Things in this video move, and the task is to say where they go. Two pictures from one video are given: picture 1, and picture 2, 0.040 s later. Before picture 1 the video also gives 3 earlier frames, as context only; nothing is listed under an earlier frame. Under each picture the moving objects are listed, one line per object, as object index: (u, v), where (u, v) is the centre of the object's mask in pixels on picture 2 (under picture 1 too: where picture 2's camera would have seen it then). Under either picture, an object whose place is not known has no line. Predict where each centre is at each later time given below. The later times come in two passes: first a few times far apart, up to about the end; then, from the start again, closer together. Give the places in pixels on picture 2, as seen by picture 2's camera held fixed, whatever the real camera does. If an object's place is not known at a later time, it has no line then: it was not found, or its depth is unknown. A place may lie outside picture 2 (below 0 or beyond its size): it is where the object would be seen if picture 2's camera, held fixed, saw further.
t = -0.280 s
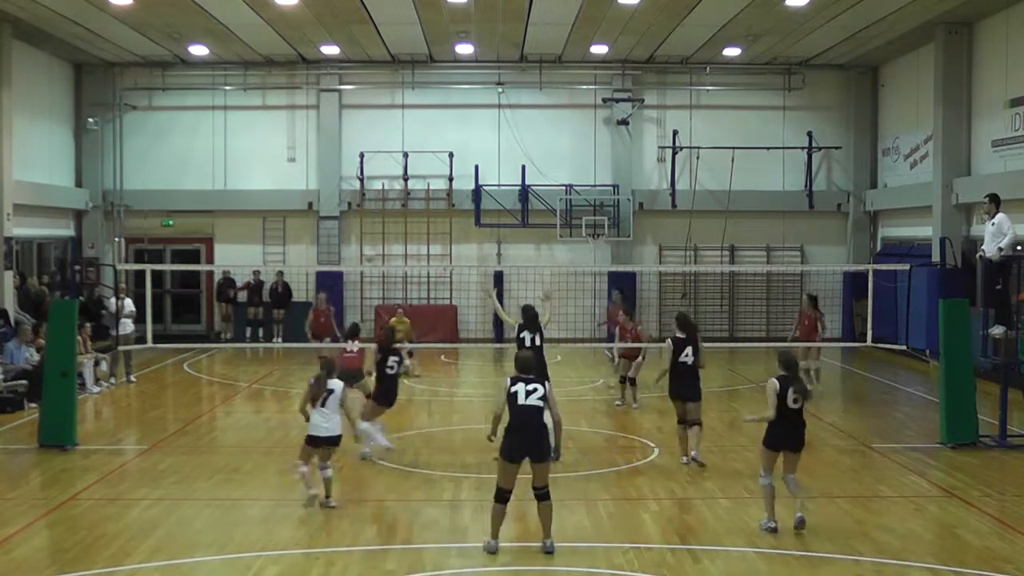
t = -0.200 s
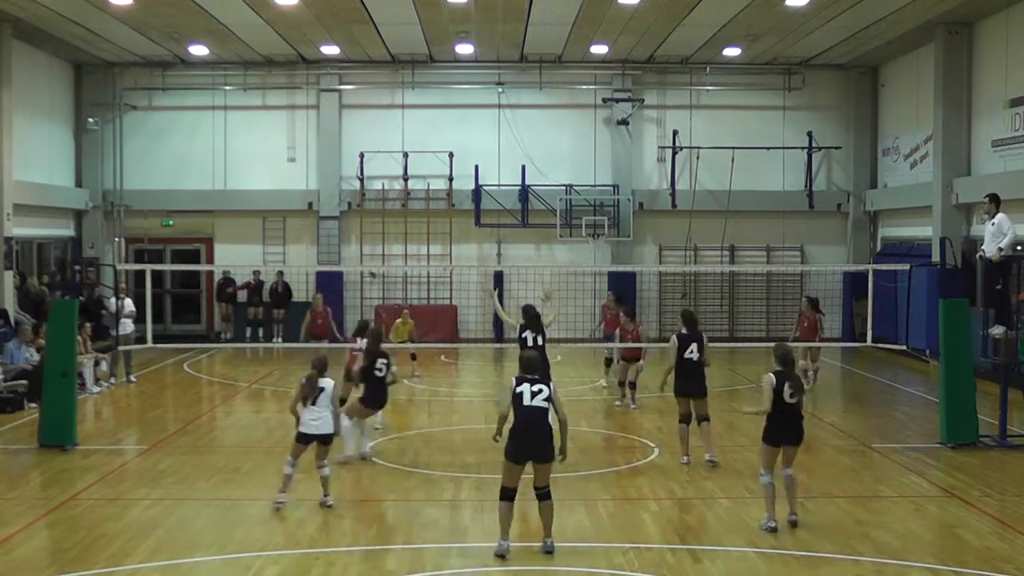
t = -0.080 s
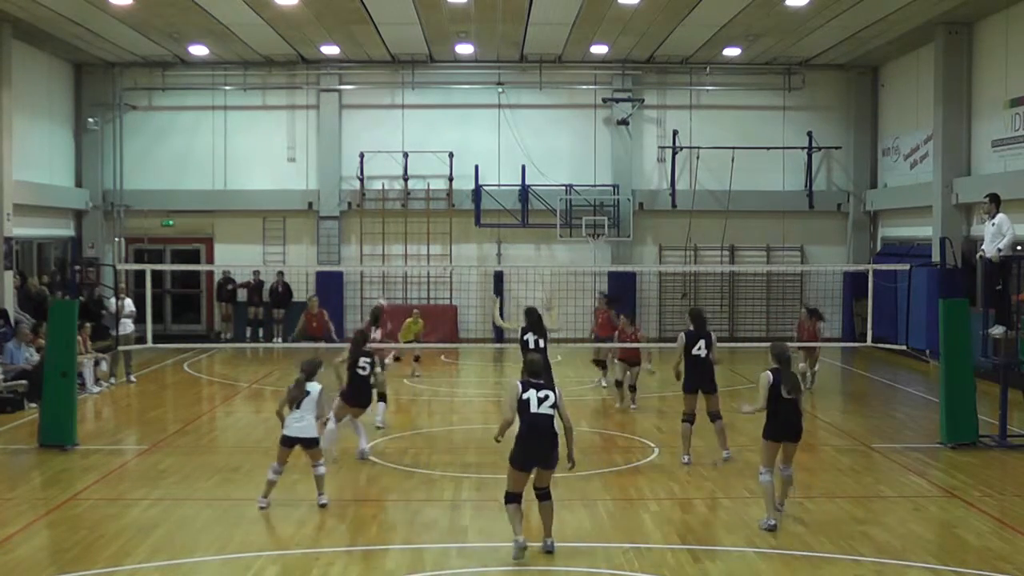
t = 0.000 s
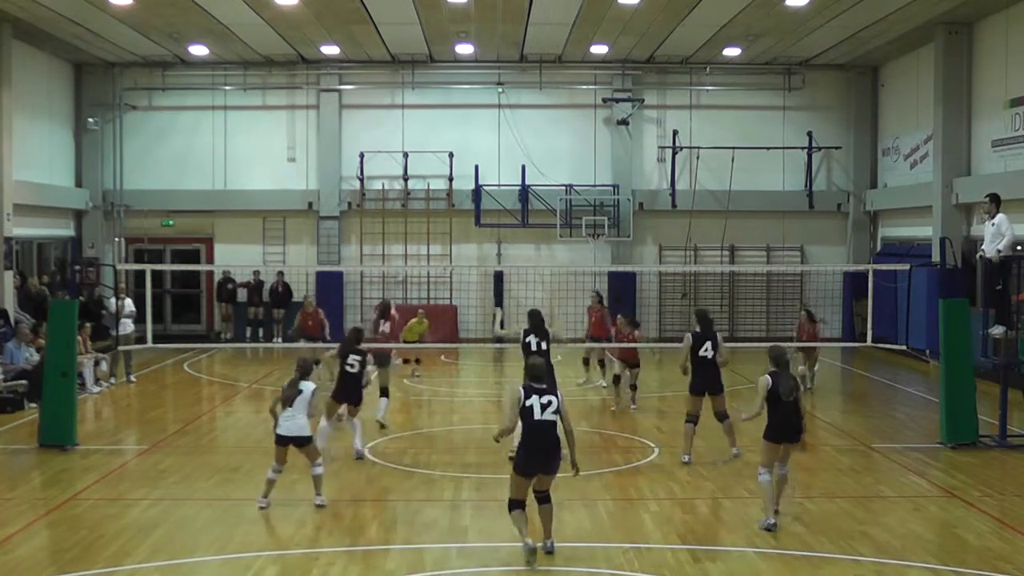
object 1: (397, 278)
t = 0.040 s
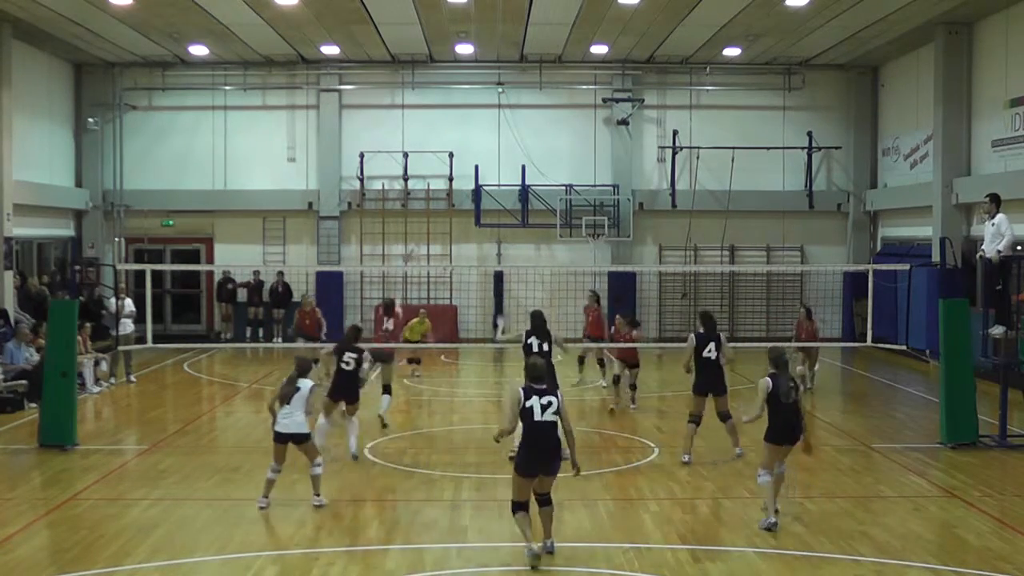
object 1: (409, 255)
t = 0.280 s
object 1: (479, 142)
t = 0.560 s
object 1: (560, 60)
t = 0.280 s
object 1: (479, 142)
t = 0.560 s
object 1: (560, 60)
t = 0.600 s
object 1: (569, 55)
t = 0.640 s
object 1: (581, 49)
